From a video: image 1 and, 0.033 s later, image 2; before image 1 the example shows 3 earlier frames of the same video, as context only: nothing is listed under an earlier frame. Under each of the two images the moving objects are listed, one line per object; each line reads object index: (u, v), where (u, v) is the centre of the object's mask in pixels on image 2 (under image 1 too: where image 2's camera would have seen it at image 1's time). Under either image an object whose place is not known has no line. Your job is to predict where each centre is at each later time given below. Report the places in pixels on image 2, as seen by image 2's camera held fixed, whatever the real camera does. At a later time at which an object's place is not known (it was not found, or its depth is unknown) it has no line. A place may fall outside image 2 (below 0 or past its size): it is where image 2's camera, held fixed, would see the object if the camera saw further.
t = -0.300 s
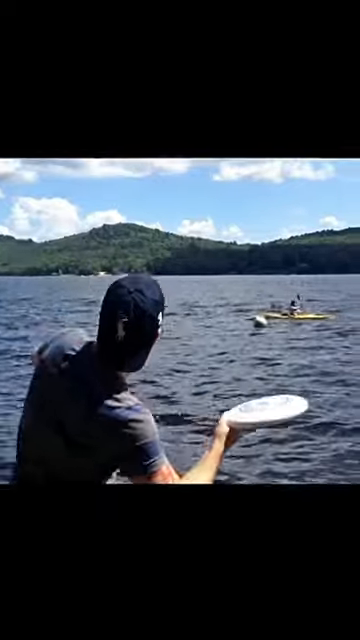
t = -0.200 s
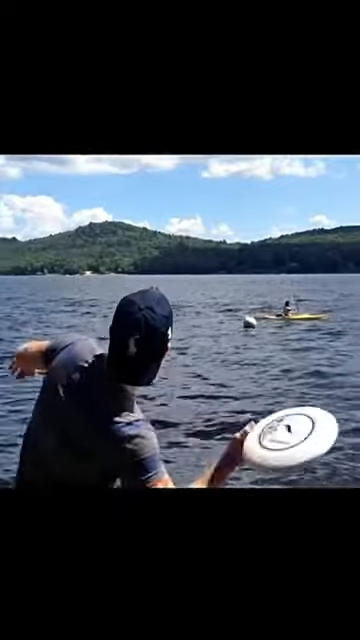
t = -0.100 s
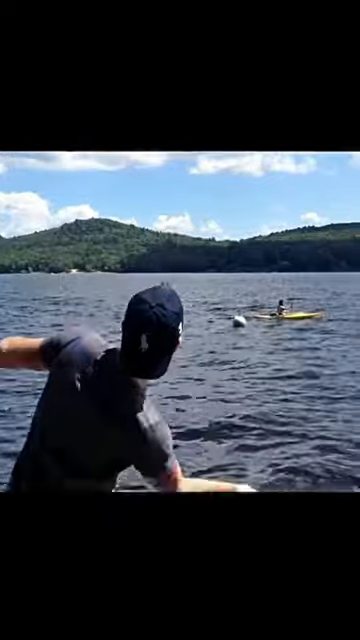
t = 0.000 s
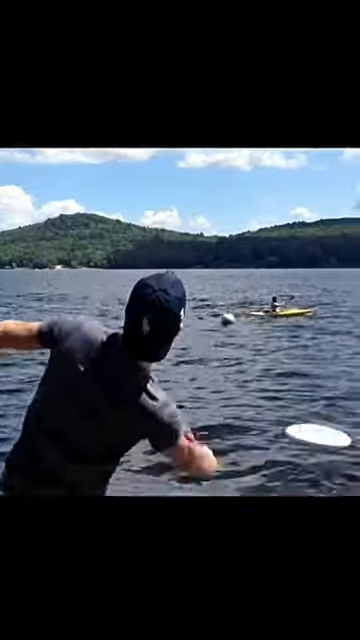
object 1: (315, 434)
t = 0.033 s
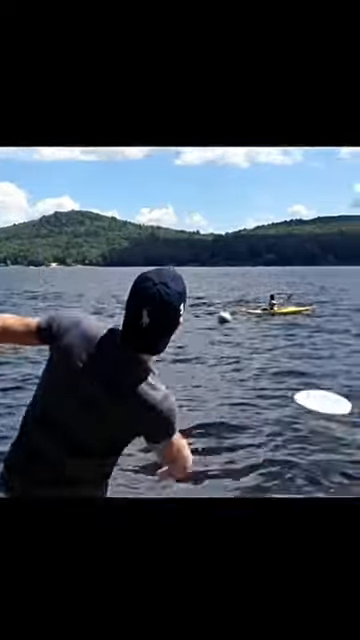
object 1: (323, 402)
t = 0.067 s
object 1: (329, 377)
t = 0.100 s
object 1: (335, 357)
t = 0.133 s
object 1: (340, 341)
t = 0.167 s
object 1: (344, 328)
